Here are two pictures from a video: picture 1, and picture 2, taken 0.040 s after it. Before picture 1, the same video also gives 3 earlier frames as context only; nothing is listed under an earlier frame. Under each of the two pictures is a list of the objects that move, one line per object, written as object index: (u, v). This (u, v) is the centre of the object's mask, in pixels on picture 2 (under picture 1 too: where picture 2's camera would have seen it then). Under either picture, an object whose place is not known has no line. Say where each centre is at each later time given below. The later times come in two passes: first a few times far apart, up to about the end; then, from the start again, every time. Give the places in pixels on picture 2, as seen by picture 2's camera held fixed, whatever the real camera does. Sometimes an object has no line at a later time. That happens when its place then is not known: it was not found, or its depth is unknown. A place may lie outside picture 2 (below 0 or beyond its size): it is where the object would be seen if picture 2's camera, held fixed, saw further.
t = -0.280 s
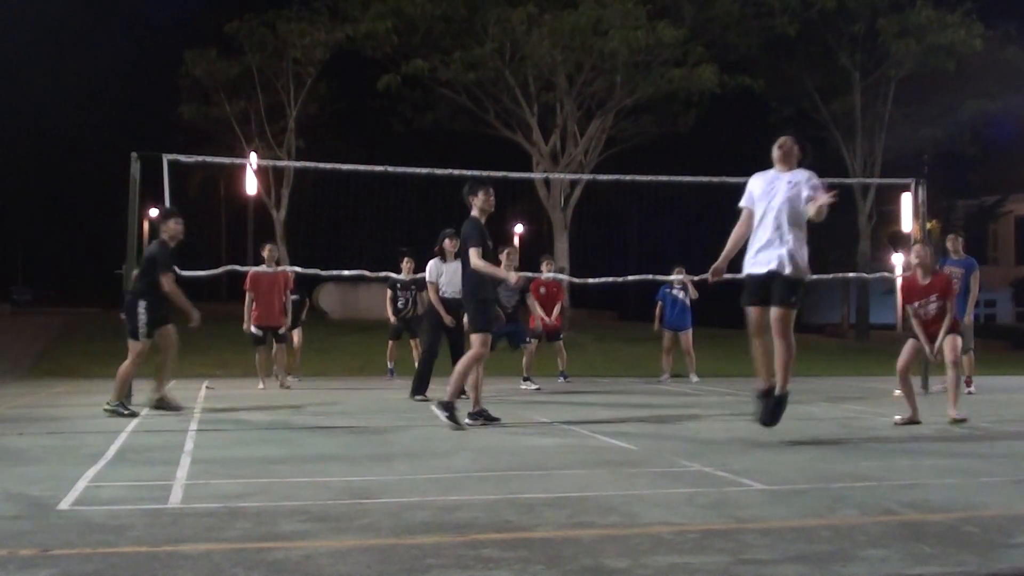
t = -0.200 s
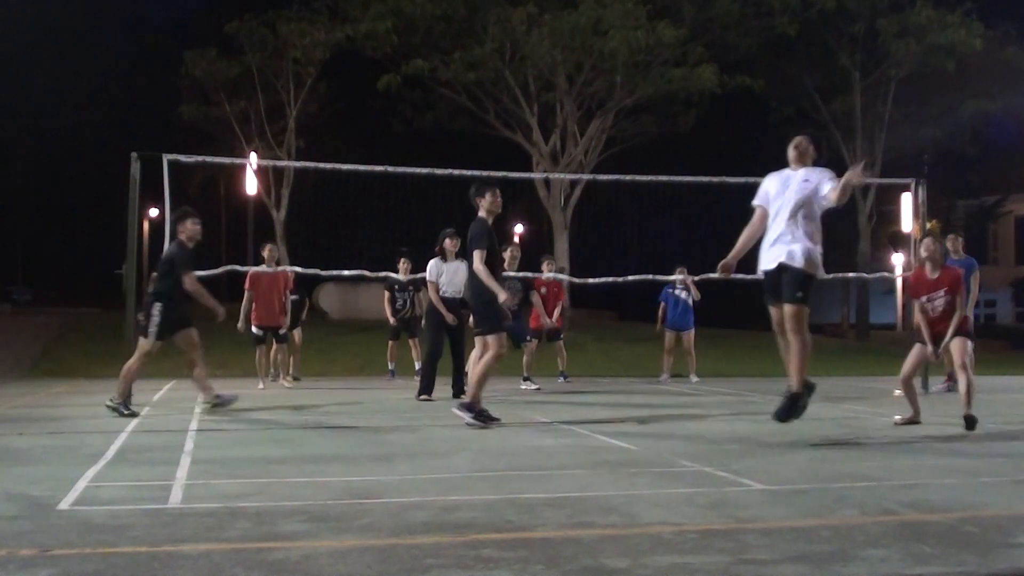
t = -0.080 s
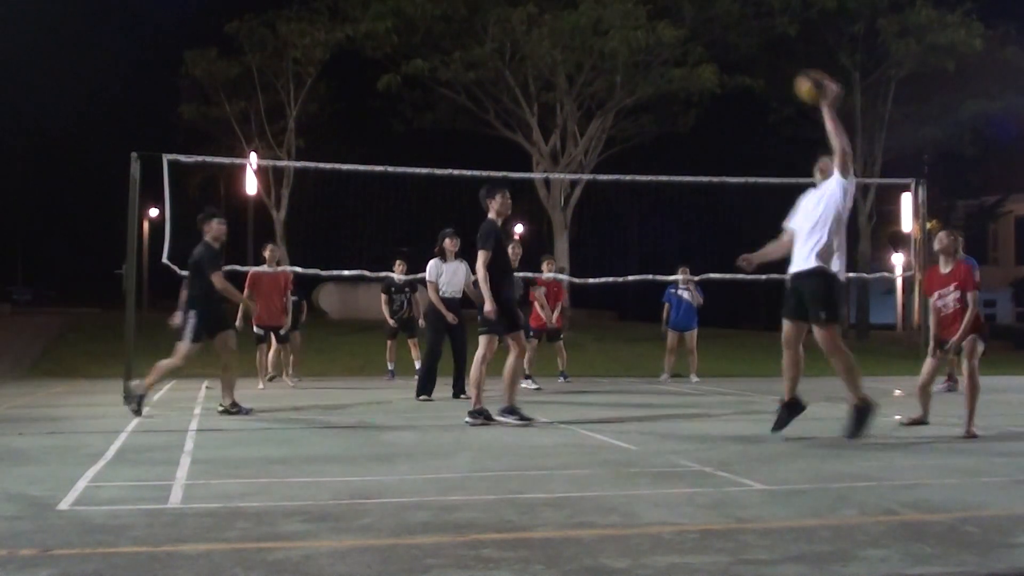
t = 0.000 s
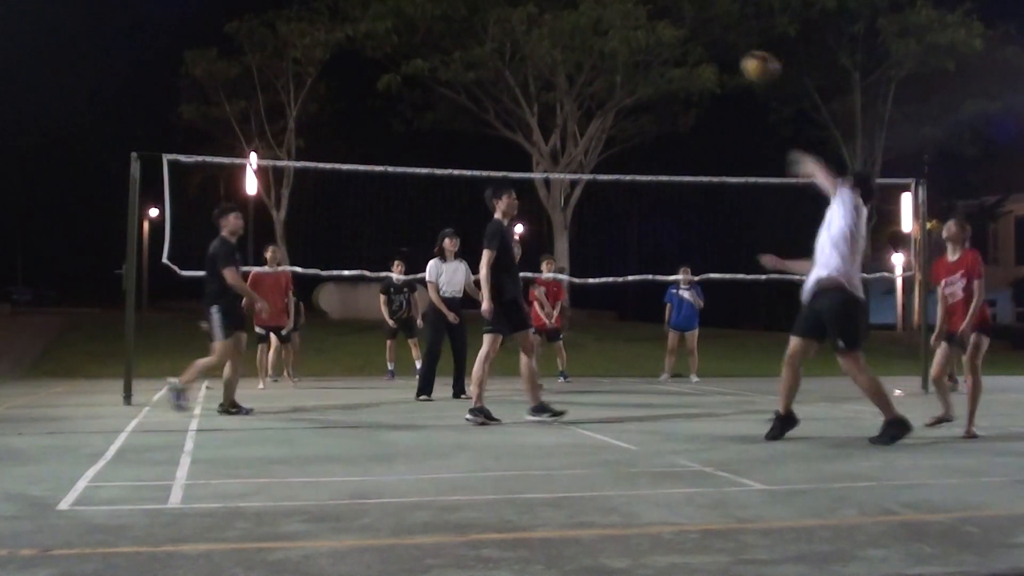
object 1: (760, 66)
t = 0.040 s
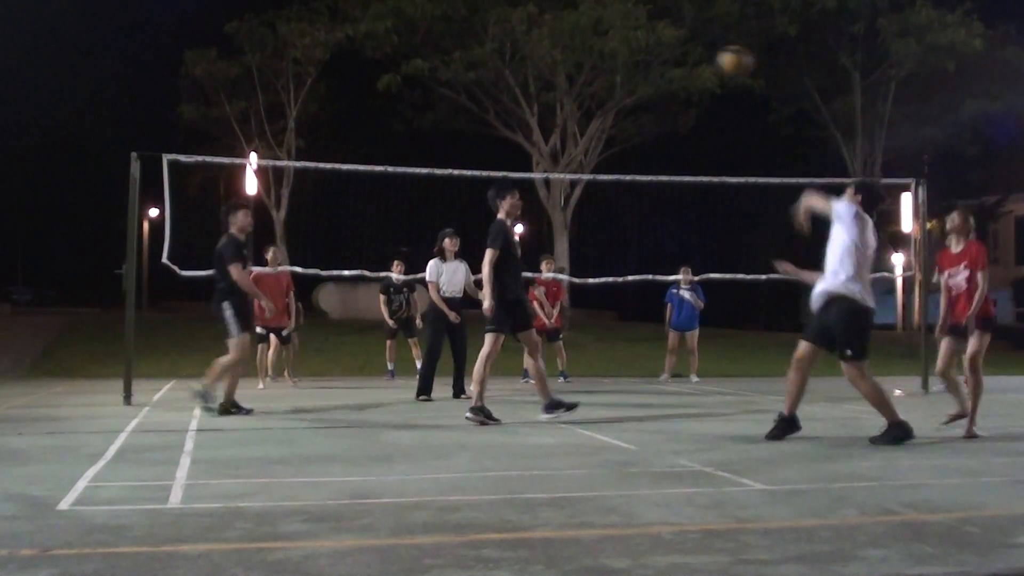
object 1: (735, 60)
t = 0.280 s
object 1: (611, 77)
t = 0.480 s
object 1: (534, 135)
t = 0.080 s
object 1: (711, 58)
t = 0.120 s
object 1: (688, 56)
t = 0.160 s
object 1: (667, 59)
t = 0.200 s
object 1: (647, 64)
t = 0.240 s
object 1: (628, 69)
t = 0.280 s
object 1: (611, 77)
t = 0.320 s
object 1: (594, 86)
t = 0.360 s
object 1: (578, 97)
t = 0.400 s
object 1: (562, 108)
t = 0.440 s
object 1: (548, 122)
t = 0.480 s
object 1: (534, 135)
